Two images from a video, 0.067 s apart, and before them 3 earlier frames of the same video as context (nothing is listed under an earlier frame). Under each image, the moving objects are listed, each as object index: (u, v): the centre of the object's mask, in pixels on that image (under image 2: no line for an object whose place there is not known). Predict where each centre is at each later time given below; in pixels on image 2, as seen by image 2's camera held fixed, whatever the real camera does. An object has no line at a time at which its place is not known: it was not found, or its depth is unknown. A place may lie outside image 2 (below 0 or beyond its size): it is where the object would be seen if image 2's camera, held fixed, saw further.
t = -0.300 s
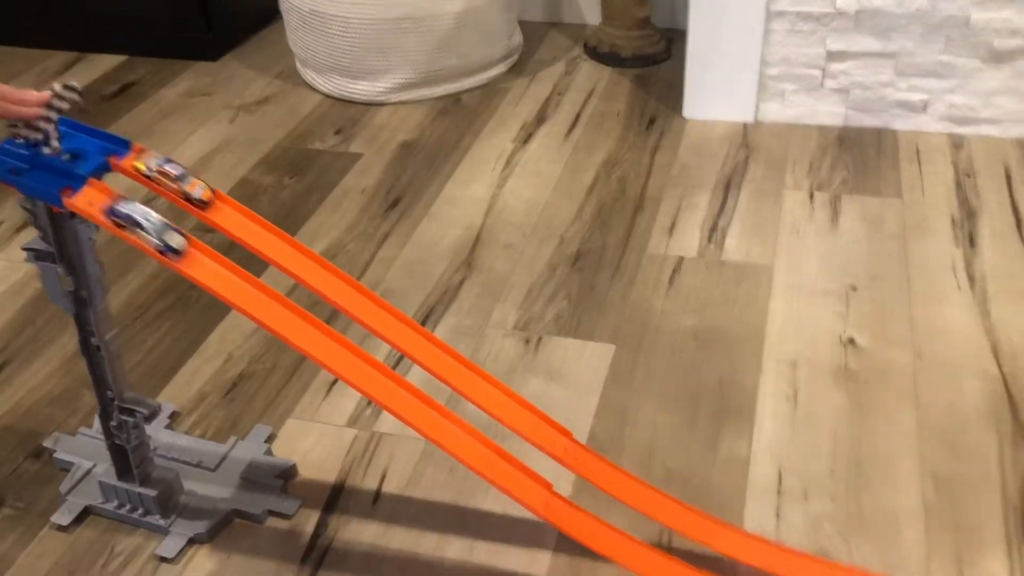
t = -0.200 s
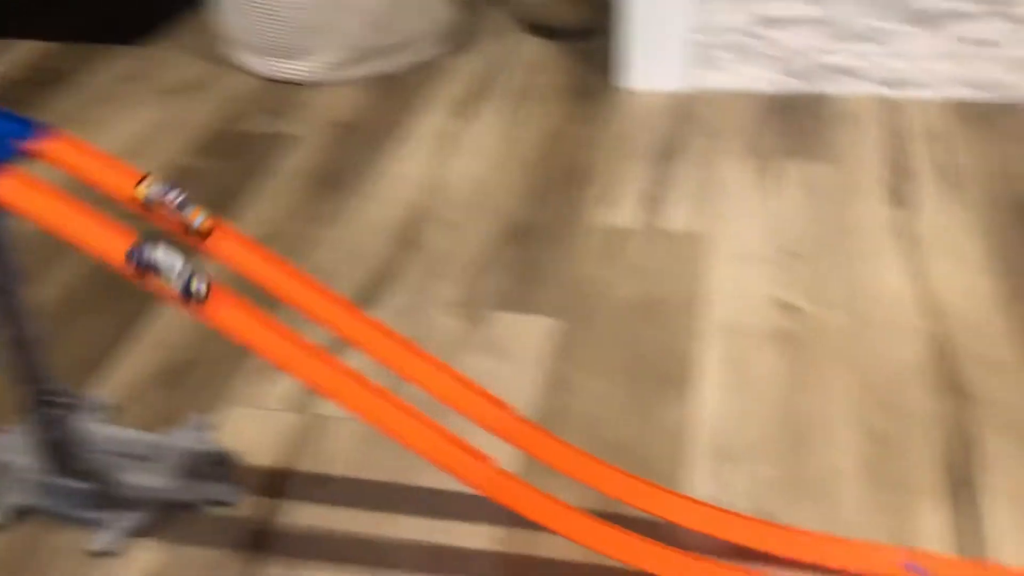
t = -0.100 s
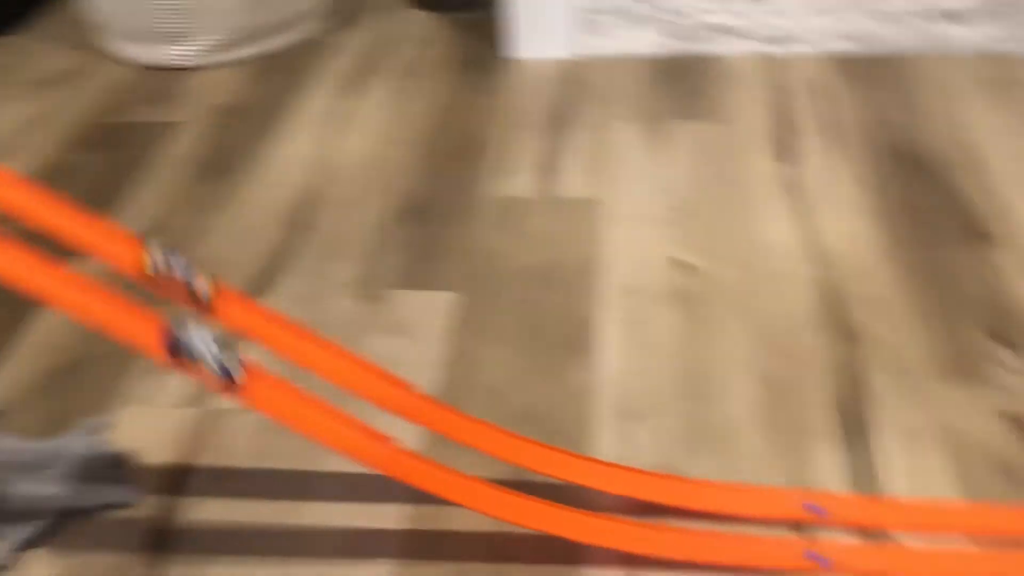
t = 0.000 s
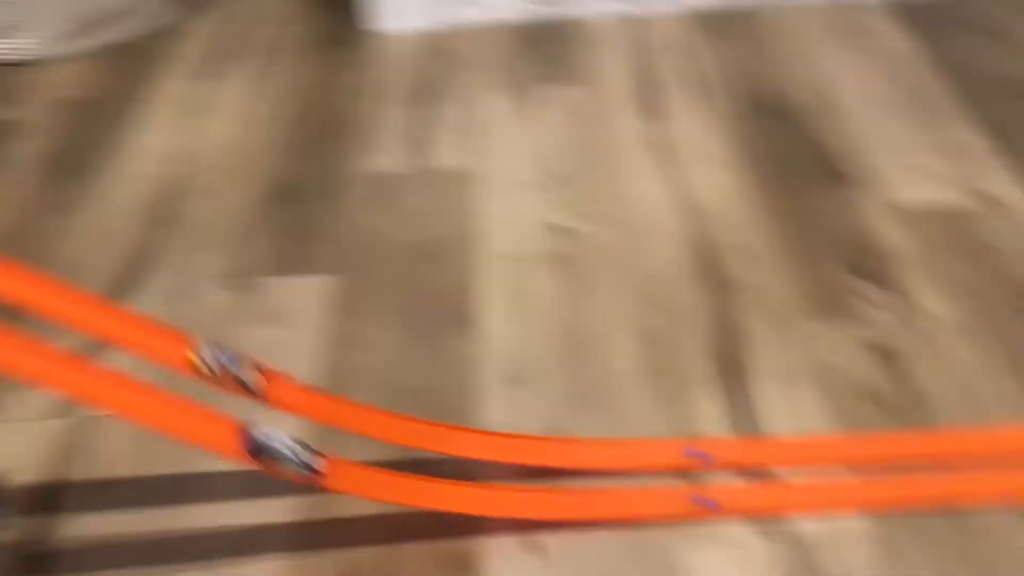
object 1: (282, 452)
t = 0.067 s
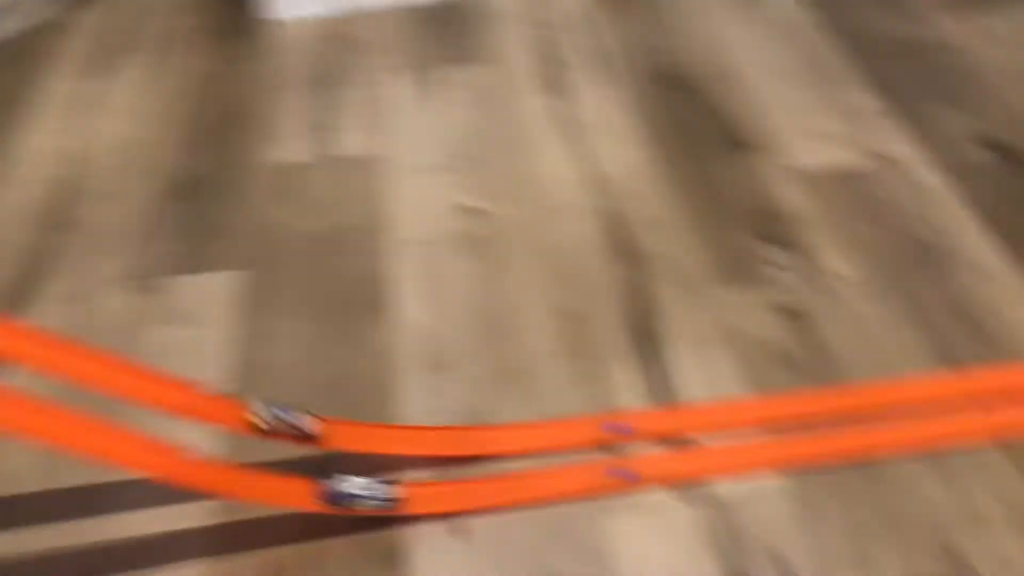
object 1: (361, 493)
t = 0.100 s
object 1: (445, 493)
